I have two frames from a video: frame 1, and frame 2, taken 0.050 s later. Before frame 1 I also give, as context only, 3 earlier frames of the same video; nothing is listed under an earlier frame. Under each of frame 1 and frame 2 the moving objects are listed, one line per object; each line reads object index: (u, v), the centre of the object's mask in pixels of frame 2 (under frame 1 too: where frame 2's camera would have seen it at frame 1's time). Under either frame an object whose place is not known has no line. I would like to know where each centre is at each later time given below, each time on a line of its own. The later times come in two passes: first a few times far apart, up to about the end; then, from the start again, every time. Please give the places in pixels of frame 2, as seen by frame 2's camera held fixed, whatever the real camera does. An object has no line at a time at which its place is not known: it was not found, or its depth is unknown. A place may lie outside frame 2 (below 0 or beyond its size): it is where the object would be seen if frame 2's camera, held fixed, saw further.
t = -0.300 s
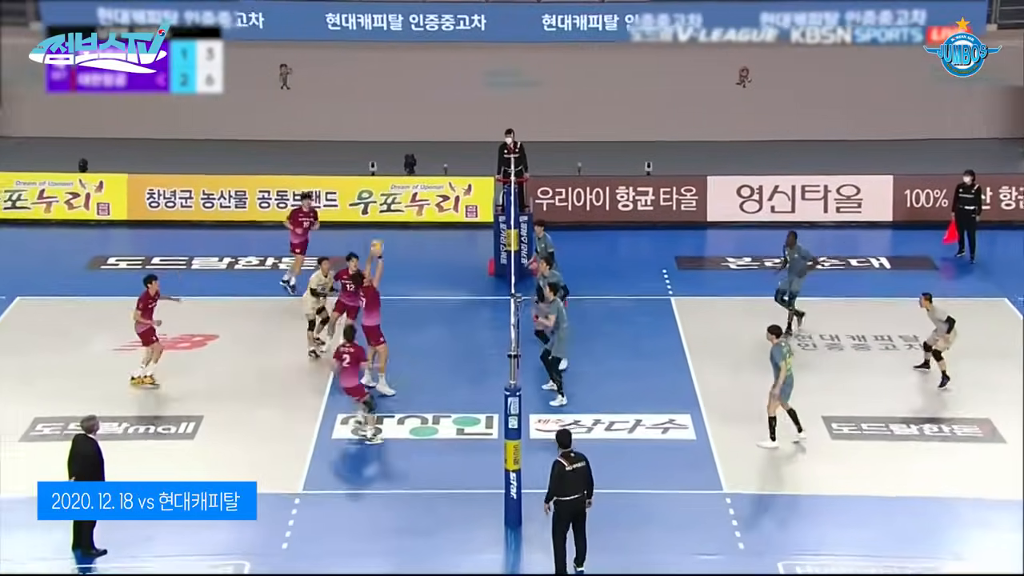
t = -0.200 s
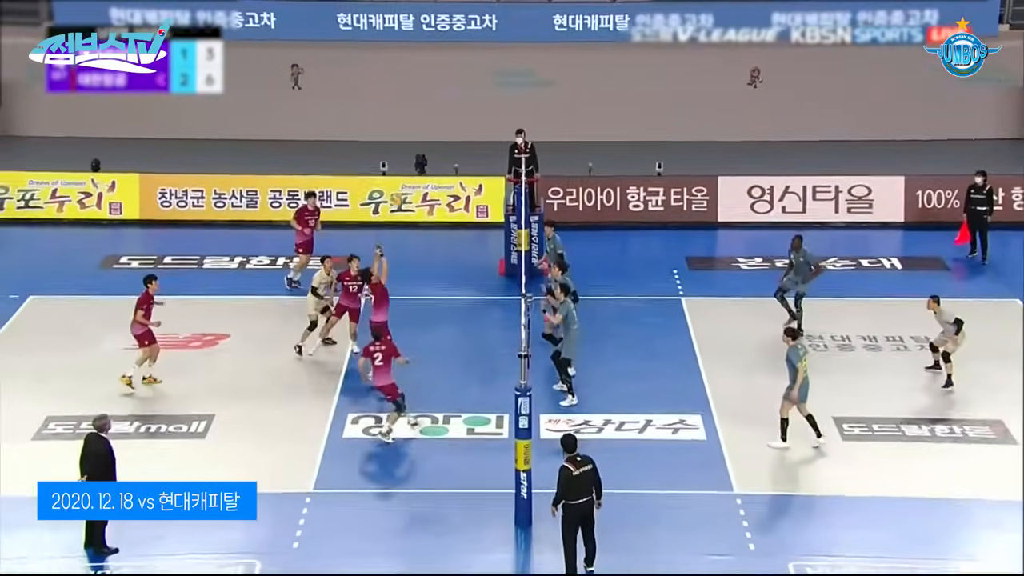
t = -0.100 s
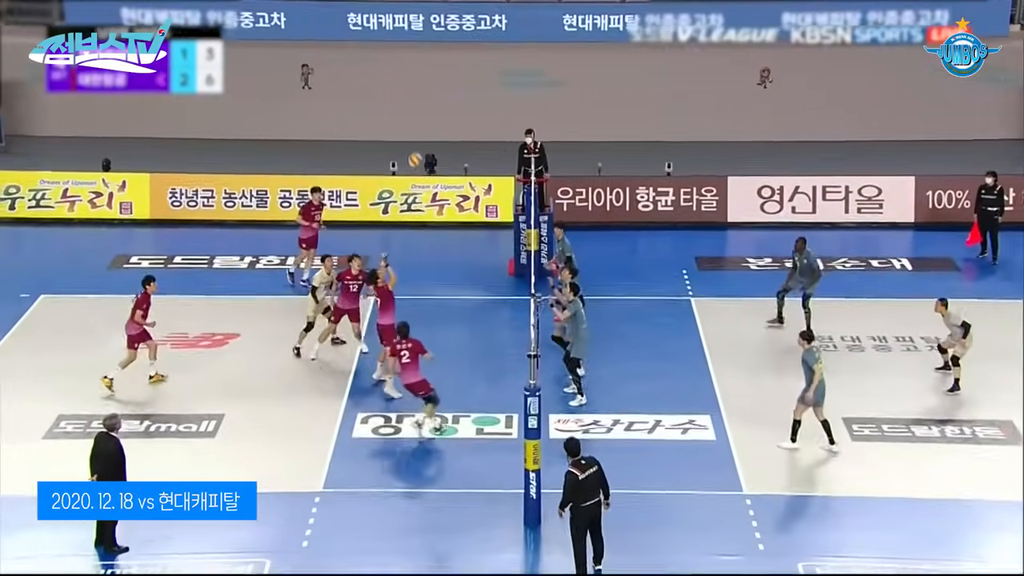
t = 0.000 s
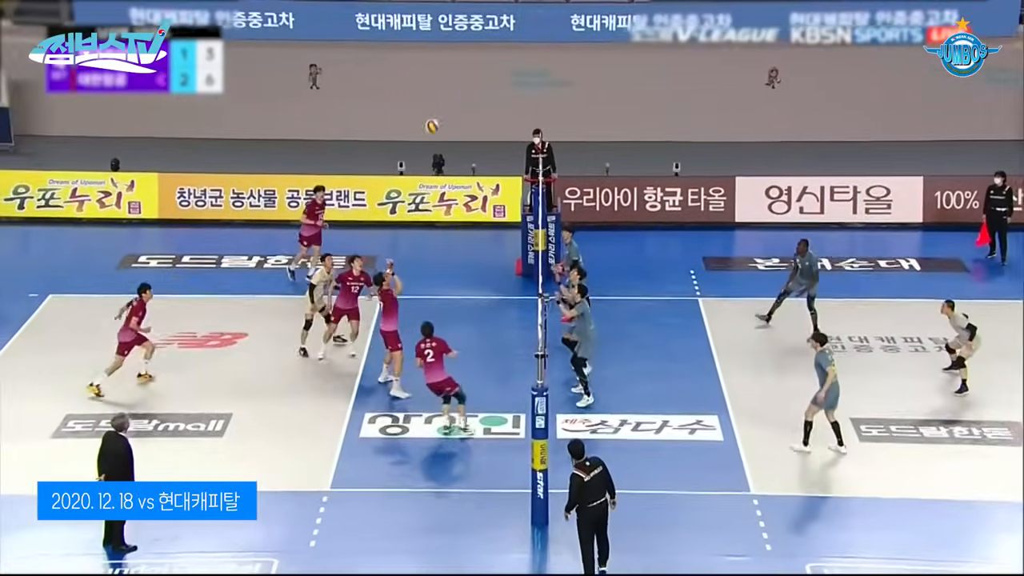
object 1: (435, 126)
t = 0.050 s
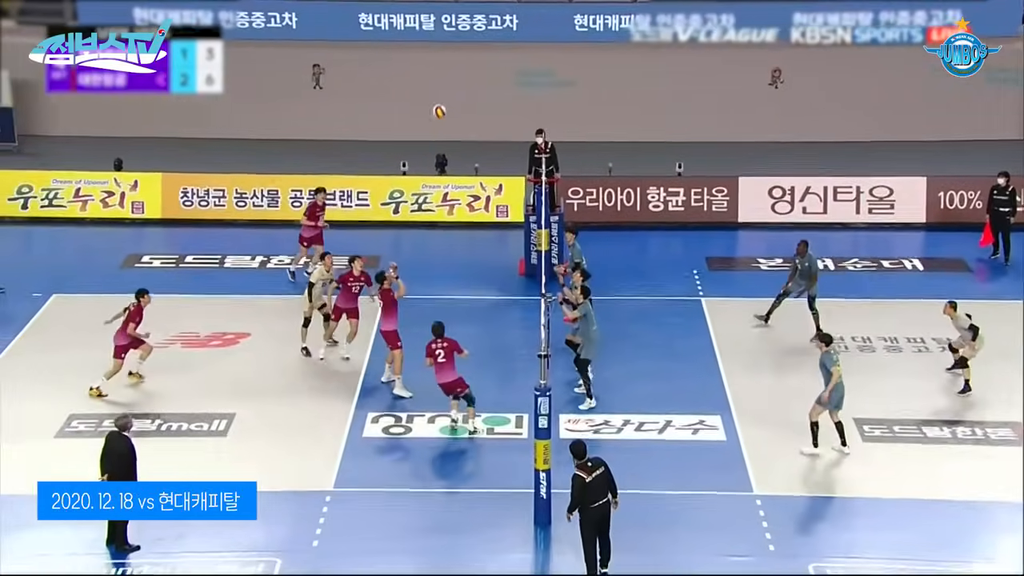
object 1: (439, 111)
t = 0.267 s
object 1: (458, 67)
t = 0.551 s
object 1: (483, 52)
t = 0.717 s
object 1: (498, 67)
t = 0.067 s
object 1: (440, 107)
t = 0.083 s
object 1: (441, 102)
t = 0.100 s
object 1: (443, 98)
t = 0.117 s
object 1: (444, 94)
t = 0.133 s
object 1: (446, 90)
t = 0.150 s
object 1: (447, 87)
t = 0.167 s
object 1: (449, 84)
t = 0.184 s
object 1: (450, 80)
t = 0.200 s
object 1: (452, 77)
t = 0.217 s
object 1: (453, 75)
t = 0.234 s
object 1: (454, 71)
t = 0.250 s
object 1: (456, 69)
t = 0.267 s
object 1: (458, 67)
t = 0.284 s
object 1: (459, 64)
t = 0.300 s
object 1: (461, 62)
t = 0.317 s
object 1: (462, 60)
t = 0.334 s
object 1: (464, 58)
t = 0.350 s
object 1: (465, 57)
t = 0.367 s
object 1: (467, 56)
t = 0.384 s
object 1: (468, 55)
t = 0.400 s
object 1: (470, 53)
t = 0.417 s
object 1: (471, 52)
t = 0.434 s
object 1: (473, 52)
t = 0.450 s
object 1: (475, 51)
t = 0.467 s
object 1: (476, 51)
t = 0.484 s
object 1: (477, 51)
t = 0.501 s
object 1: (479, 51)
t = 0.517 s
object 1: (480, 51)
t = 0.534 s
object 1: (482, 52)
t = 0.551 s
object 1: (483, 52)
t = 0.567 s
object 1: (485, 53)
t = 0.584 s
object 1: (486, 54)
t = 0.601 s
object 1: (488, 55)
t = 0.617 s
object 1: (489, 56)
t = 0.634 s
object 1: (490, 58)
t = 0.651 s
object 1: (492, 59)
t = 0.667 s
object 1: (493, 61)
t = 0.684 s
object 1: (495, 63)
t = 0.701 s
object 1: (496, 65)
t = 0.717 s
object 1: (498, 67)
